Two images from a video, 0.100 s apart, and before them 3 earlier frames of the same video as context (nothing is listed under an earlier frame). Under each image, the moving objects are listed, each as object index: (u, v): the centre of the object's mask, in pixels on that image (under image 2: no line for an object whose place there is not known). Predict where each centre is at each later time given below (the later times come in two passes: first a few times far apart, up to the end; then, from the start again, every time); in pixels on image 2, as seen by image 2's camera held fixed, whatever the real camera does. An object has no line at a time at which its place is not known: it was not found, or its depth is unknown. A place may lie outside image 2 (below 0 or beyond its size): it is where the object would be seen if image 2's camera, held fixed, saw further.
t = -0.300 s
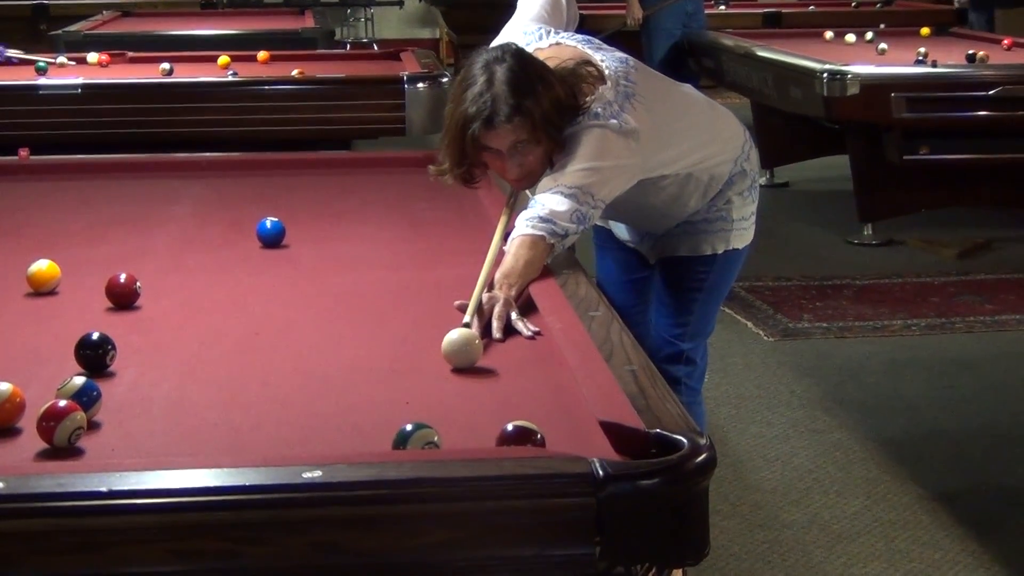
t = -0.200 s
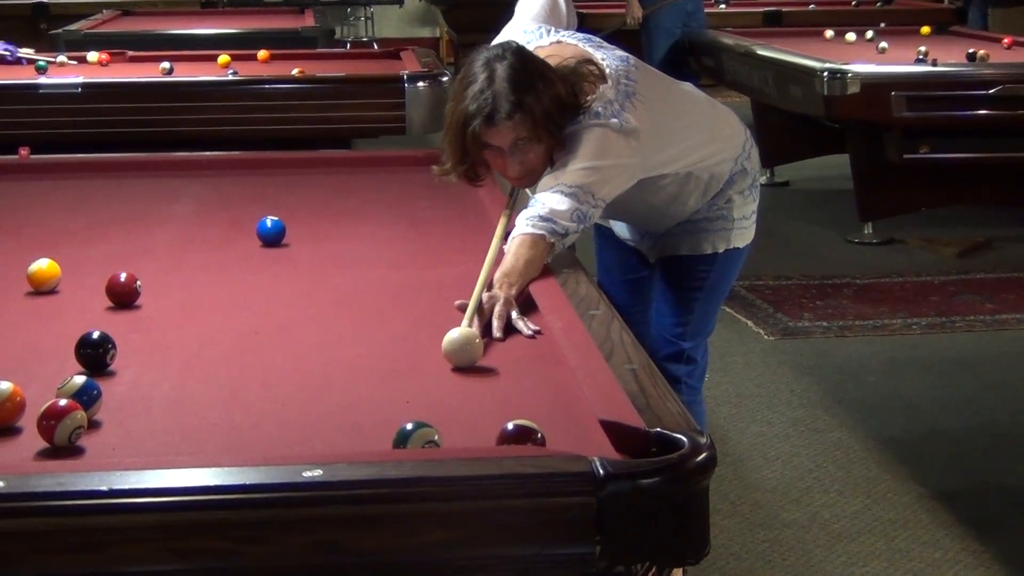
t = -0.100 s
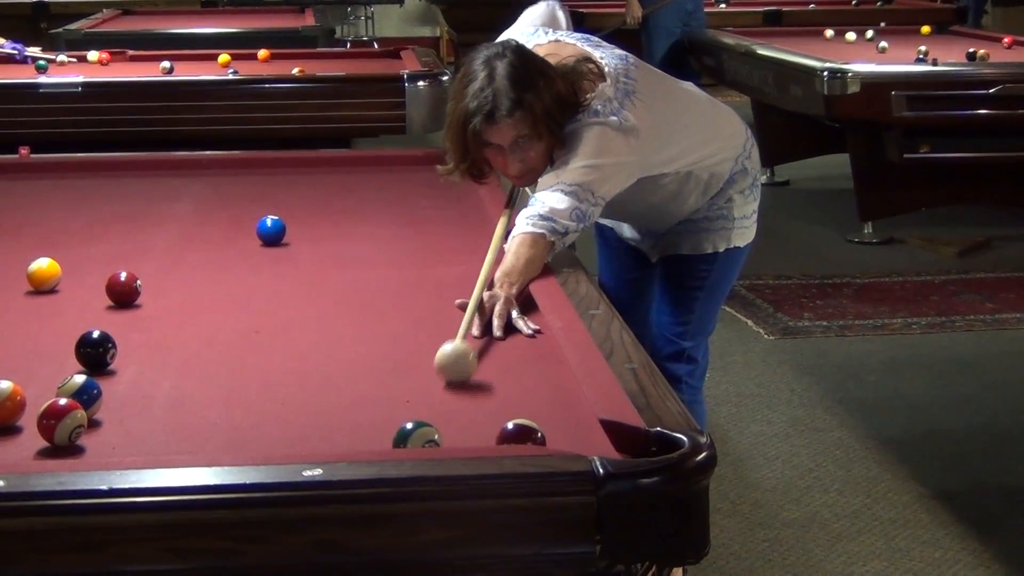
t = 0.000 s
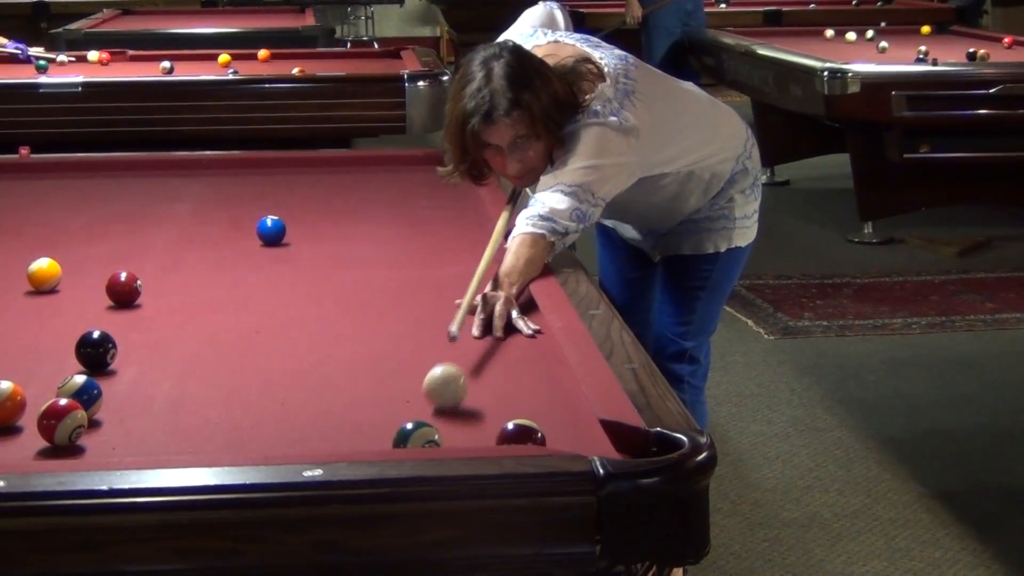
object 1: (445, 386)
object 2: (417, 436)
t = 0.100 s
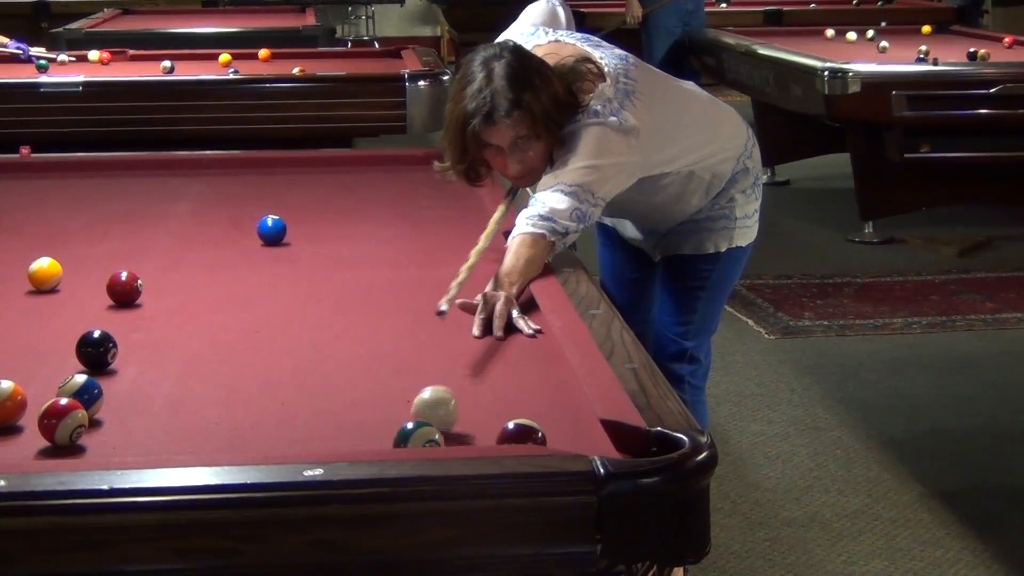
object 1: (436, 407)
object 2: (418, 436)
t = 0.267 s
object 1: (431, 417)
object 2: (409, 435)
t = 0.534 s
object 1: (428, 405)
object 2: (389, 432)
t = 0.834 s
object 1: (429, 391)
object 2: (374, 430)
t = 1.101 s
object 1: (429, 380)
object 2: (362, 428)
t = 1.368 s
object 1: (432, 372)
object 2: (354, 427)
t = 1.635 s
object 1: (433, 365)
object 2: (351, 426)
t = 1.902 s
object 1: (434, 359)
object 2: (351, 426)
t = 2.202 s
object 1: (436, 355)
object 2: (351, 426)
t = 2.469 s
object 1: (437, 353)
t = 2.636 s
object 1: (437, 352)
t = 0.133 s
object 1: (433, 412)
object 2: (418, 436)
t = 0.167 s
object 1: (431, 417)
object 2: (418, 436)
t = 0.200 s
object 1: (430, 420)
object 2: (416, 436)
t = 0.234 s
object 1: (430, 419)
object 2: (412, 436)
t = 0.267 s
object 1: (431, 417)
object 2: (409, 435)
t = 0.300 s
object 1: (430, 415)
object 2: (406, 435)
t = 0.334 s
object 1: (430, 414)
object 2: (403, 434)
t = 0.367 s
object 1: (429, 412)
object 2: (401, 434)
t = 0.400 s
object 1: (429, 411)
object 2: (399, 434)
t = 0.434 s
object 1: (428, 409)
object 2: (396, 433)
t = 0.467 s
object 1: (428, 408)
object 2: (394, 433)
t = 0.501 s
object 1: (428, 407)
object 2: (391, 432)
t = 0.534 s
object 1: (428, 405)
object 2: (389, 432)
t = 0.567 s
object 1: (428, 403)
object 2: (388, 432)
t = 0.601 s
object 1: (428, 402)
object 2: (386, 432)
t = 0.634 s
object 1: (428, 400)
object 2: (384, 432)
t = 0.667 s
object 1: (428, 398)
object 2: (382, 432)
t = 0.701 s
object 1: (428, 397)
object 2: (380, 431)
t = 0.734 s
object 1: (428, 395)
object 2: (378, 431)
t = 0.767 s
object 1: (429, 394)
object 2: (377, 431)
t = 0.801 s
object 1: (429, 392)
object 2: (375, 431)
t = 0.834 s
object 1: (429, 391)
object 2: (374, 430)
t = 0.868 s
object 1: (429, 389)
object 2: (372, 430)
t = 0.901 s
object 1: (429, 388)
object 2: (370, 430)
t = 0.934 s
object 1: (429, 387)
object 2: (369, 430)
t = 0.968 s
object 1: (429, 385)
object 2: (368, 429)
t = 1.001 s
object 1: (429, 384)
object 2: (366, 429)
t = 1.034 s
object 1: (429, 383)
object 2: (365, 429)
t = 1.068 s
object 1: (429, 381)
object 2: (363, 429)
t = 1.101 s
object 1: (429, 380)
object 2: (362, 428)
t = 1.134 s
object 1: (430, 379)
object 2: (361, 428)
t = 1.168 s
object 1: (430, 378)
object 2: (359, 428)
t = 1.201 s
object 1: (430, 377)
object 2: (359, 428)
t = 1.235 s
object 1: (430, 376)
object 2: (358, 428)
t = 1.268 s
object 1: (431, 375)
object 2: (357, 427)
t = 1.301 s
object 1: (431, 374)
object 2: (356, 427)
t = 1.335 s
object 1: (431, 373)
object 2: (355, 427)
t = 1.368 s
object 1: (432, 372)
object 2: (354, 427)
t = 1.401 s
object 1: (432, 371)
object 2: (353, 427)
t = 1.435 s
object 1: (432, 370)
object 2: (353, 427)
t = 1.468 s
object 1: (432, 369)
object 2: (352, 427)
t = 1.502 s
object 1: (433, 368)
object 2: (352, 427)
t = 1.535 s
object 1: (432, 367)
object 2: (351, 426)
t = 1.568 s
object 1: (433, 366)
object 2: (351, 426)
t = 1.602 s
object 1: (433, 365)
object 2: (351, 426)
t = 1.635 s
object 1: (433, 365)
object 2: (351, 426)
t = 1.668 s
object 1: (433, 364)
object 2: (351, 426)
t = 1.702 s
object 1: (433, 363)
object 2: (350, 426)
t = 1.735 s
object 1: (433, 363)
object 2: (350, 426)
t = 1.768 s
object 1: (433, 362)
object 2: (350, 426)
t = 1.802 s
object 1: (433, 361)
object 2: (351, 426)
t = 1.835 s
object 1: (434, 361)
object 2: (350, 426)
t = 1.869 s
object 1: (434, 360)
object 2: (351, 426)
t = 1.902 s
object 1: (434, 359)
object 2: (351, 426)
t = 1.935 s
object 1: (434, 359)
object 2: (351, 426)
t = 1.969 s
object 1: (434, 358)
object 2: (351, 426)
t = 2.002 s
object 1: (435, 358)
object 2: (351, 426)
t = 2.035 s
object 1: (435, 357)
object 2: (351, 426)
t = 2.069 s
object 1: (435, 357)
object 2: (351, 426)
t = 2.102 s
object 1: (435, 356)
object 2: (351, 426)
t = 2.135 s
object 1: (435, 356)
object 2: (351, 426)
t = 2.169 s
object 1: (436, 356)
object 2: (351, 426)
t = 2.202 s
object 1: (436, 355)
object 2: (351, 426)
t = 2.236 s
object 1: (436, 355)
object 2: (351, 426)
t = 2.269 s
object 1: (436, 355)
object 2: (351, 426)
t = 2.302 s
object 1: (436, 354)
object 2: (351, 426)
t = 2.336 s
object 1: (436, 354)
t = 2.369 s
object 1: (436, 354)
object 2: (351, 426)
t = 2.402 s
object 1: (437, 354)
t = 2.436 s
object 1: (437, 353)
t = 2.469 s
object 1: (437, 353)
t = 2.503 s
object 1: (437, 353)
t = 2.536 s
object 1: (437, 353)
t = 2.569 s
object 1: (437, 352)
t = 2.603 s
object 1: (437, 352)
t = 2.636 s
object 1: (437, 352)
